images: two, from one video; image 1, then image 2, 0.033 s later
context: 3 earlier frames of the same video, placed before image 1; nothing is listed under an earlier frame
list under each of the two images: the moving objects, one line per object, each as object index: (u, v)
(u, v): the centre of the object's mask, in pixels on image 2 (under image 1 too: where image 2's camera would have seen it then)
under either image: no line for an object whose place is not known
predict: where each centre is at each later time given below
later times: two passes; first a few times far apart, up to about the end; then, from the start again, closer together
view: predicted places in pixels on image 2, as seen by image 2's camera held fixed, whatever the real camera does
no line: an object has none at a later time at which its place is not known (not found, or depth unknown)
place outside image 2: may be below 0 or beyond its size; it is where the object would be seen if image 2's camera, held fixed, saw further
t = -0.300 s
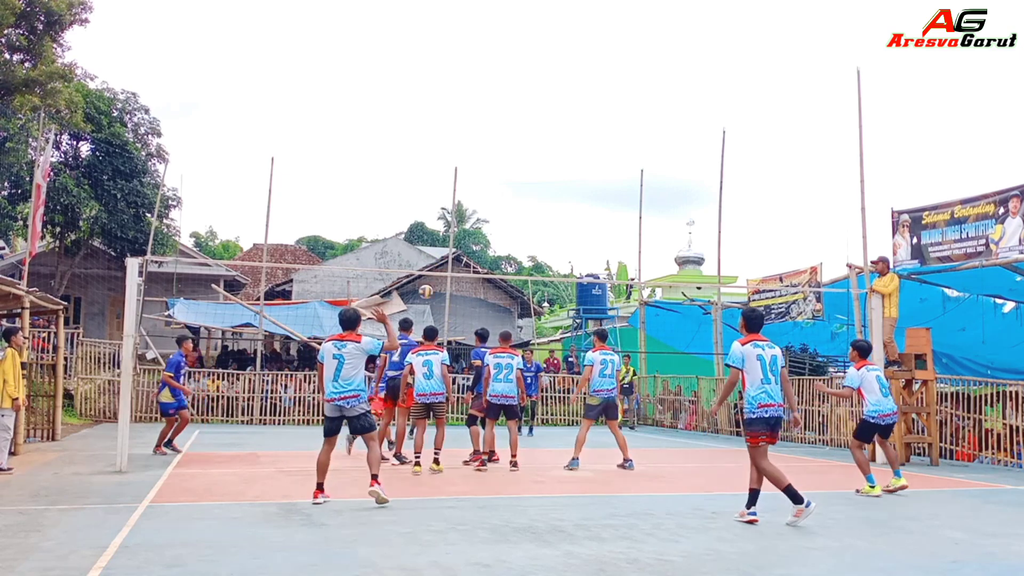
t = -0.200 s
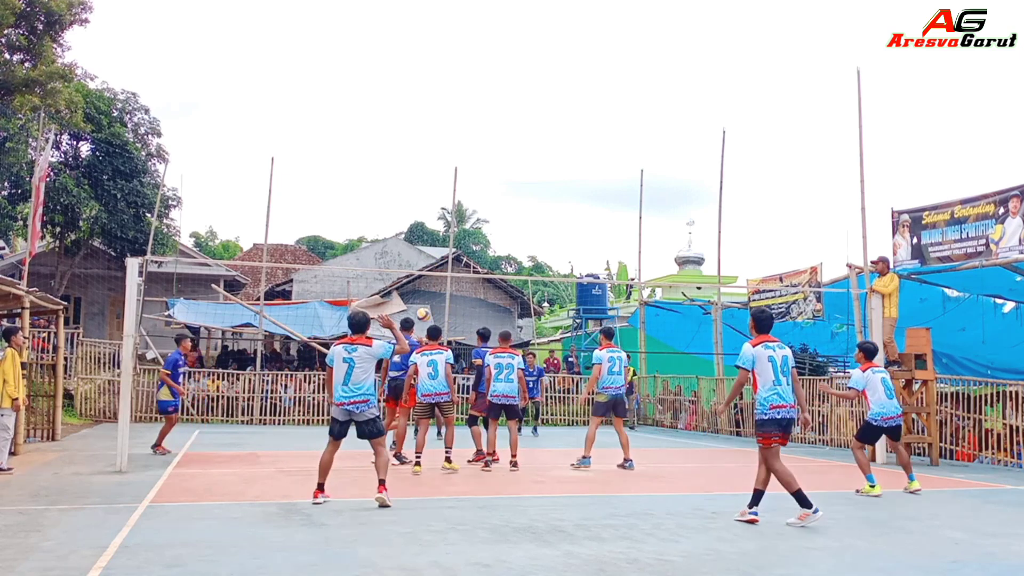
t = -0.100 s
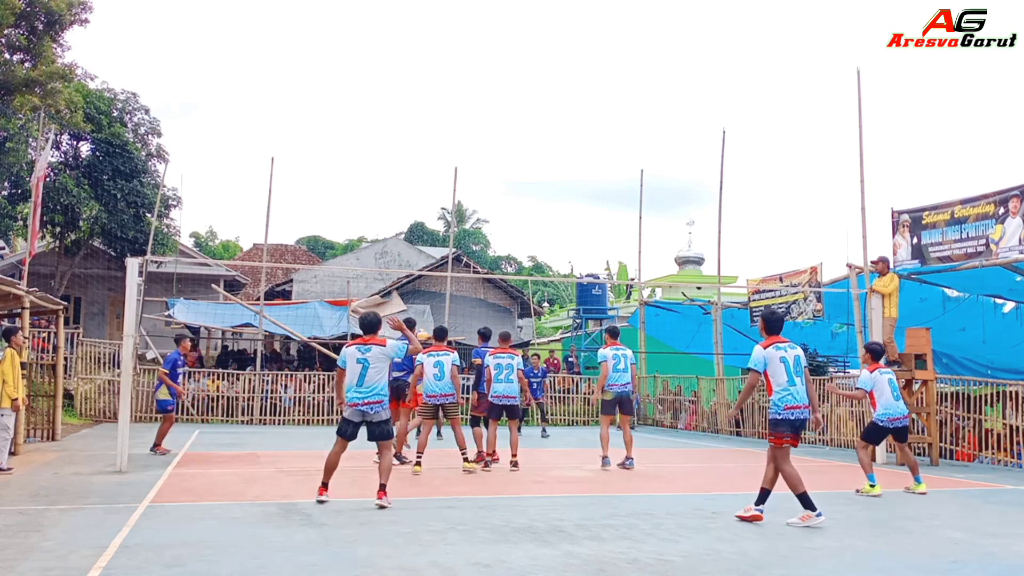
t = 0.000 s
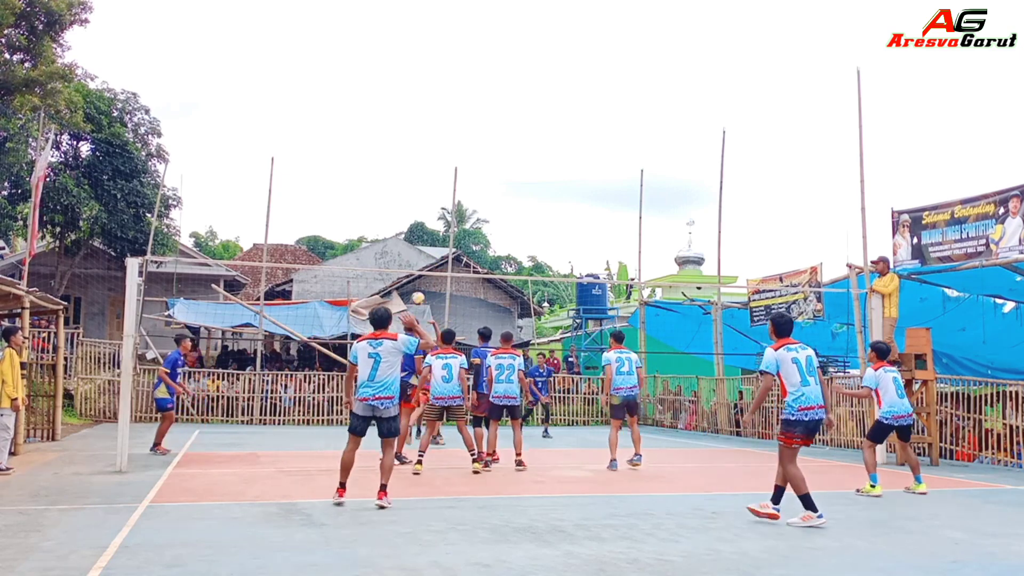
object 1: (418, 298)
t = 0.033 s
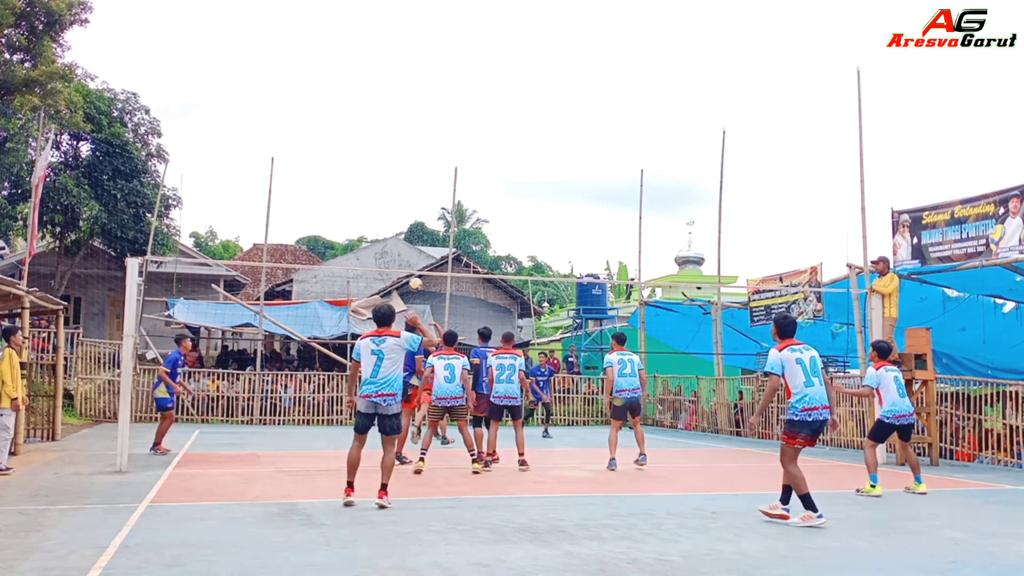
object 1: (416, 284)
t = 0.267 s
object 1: (398, 202)
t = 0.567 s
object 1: (373, 143)
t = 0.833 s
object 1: (349, 135)
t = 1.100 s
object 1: (322, 177)
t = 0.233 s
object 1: (400, 212)
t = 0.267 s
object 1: (398, 202)
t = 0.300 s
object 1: (395, 193)
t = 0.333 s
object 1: (392, 184)
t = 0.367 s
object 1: (390, 177)
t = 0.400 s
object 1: (387, 169)
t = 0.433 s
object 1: (384, 162)
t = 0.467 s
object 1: (381, 156)
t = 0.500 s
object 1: (378, 151)
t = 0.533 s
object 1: (376, 146)
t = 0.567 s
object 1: (373, 143)
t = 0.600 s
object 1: (370, 139)
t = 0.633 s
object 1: (367, 136)
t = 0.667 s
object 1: (364, 134)
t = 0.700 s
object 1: (361, 133)
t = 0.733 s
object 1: (358, 132)
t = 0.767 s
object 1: (355, 133)
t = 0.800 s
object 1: (352, 134)
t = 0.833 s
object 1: (349, 135)
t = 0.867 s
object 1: (345, 138)
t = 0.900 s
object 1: (342, 141)
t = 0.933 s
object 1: (339, 145)
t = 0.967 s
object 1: (336, 150)
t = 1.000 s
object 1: (332, 155)
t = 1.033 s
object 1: (329, 161)
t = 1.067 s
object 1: (326, 169)
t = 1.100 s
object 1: (322, 177)
